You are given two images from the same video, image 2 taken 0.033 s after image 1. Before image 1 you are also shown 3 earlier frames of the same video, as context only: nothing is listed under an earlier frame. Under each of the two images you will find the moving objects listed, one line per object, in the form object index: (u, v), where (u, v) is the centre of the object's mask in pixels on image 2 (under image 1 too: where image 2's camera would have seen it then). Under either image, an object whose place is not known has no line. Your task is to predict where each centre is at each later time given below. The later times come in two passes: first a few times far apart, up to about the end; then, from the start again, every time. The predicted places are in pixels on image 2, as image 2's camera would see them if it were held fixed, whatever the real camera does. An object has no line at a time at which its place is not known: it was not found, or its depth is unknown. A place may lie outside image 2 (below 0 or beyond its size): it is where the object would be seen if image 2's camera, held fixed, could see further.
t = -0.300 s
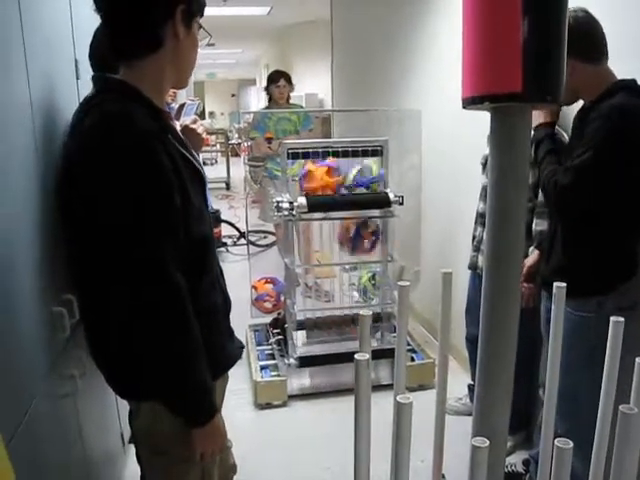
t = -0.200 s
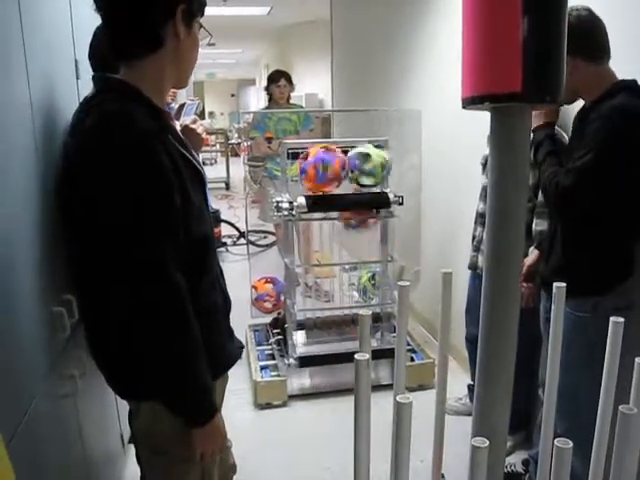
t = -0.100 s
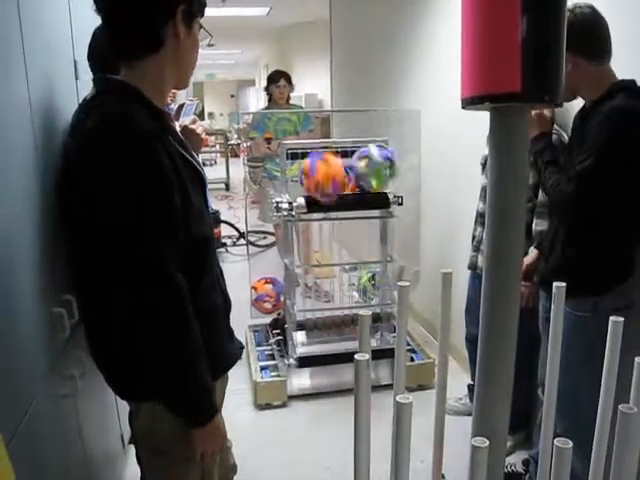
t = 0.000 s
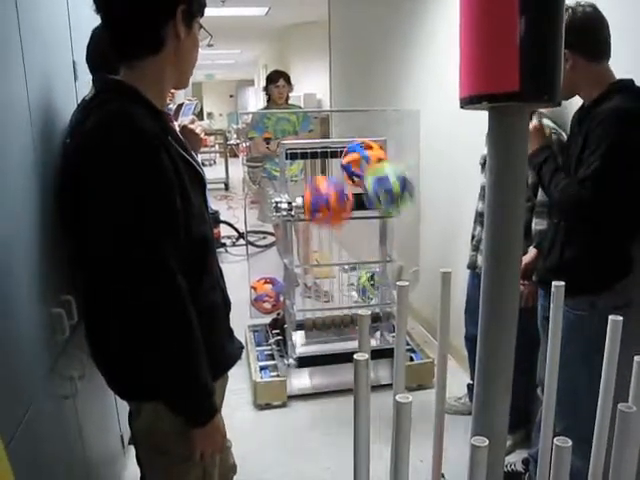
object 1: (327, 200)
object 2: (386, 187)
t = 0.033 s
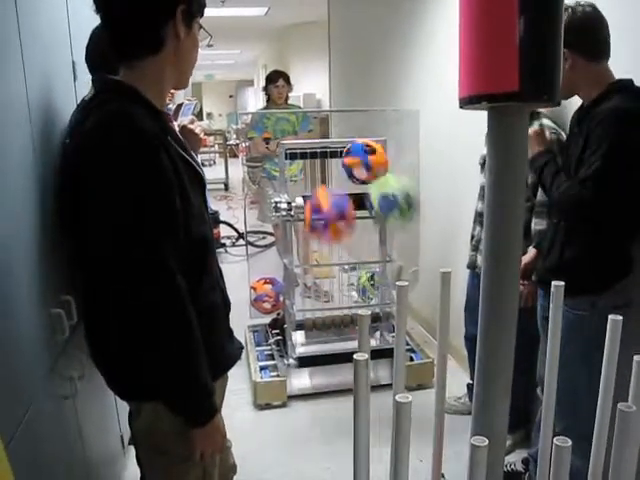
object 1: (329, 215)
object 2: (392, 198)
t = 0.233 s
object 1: (335, 345)
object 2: (420, 343)
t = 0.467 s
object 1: (338, 418)
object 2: (455, 453)
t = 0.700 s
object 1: (350, 435)
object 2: (455, 436)
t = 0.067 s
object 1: (330, 229)
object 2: (397, 218)
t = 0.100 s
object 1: (331, 250)
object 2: (405, 236)
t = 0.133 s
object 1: (332, 271)
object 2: (412, 257)
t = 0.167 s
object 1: (335, 292)
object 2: (420, 281)
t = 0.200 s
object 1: (335, 320)
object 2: (421, 311)
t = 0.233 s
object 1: (335, 345)
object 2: (420, 343)
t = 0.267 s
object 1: (336, 379)
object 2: (431, 378)
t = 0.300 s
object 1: (337, 413)
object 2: (436, 413)
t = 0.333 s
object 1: (337, 450)
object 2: (445, 447)
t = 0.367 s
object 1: (337, 449)
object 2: (447, 468)
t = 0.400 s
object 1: (338, 435)
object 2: (454, 463)
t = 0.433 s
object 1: (338, 425)
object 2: (456, 454)
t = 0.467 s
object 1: (338, 418)
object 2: (455, 453)
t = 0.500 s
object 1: (338, 415)
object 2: (456, 452)
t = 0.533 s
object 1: (344, 413)
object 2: (457, 447)
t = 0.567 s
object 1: (345, 412)
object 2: (456, 441)
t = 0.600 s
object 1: (346, 414)
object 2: (456, 434)
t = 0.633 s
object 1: (348, 418)
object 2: (456, 433)
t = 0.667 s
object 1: (349, 426)
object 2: (457, 434)
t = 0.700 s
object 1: (350, 435)
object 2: (455, 436)
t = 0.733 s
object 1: (352, 448)
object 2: (455, 436)
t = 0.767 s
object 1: (352, 458)
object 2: (450, 444)
